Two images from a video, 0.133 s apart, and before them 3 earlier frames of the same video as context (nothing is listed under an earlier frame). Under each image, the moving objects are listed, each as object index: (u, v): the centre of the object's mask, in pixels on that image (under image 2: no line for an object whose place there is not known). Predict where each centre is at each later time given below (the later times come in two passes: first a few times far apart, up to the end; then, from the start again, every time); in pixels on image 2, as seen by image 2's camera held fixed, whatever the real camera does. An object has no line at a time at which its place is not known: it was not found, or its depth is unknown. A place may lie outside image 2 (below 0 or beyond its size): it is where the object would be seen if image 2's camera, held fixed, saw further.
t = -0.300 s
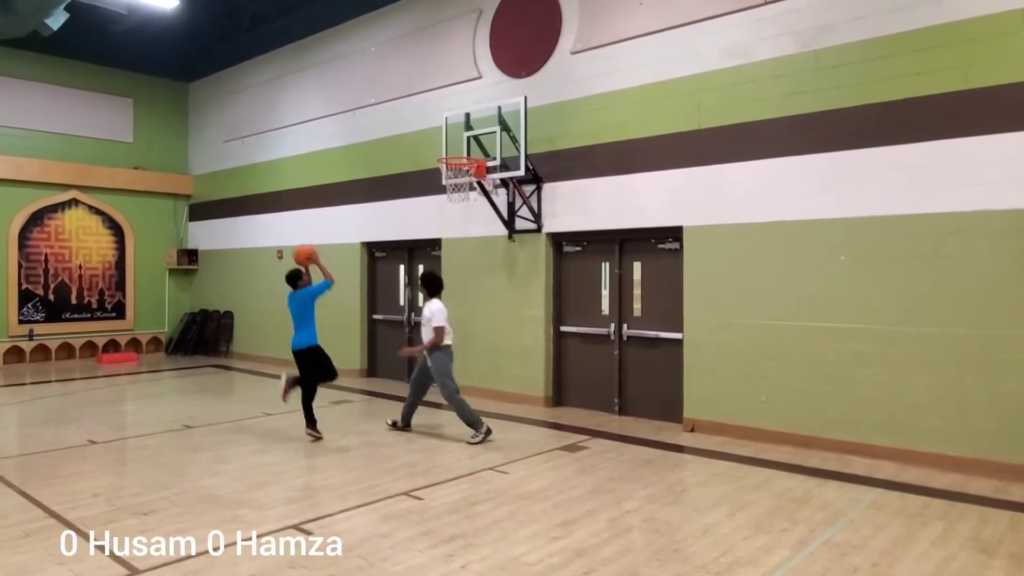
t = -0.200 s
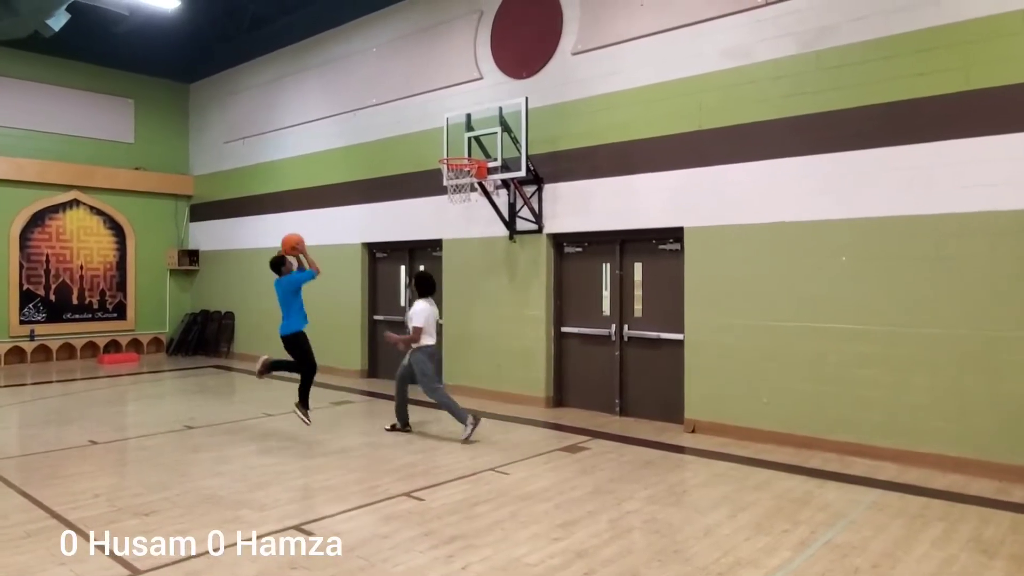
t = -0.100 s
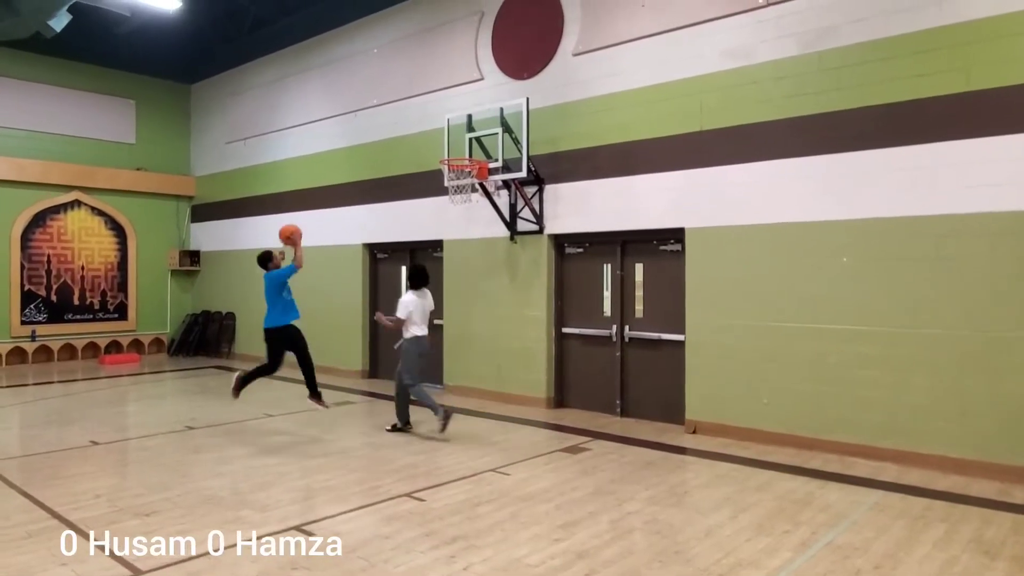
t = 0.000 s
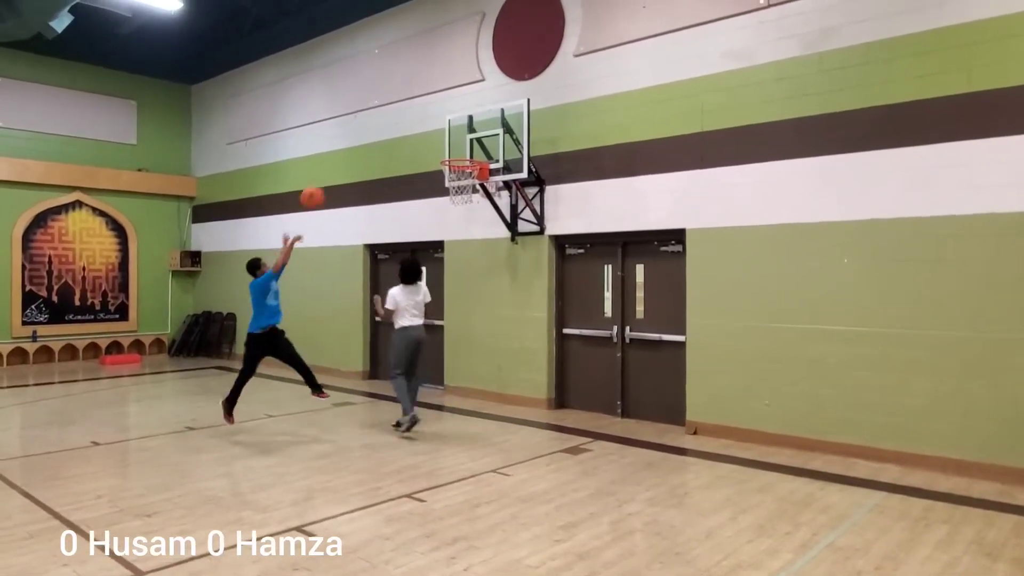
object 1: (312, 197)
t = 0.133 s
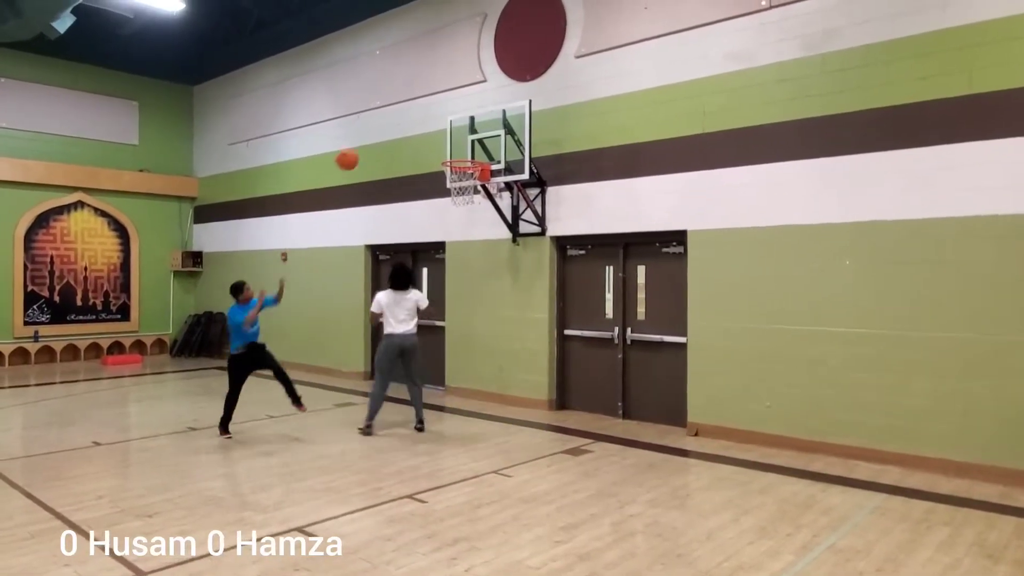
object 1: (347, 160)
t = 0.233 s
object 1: (371, 141)
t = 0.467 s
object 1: (422, 134)
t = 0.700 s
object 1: (466, 171)
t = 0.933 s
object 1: (482, 198)
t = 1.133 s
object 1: (486, 245)
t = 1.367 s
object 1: (489, 337)
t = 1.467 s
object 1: (491, 391)
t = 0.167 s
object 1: (355, 152)
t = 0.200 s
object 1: (363, 146)
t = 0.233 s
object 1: (371, 141)
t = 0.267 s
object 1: (378, 137)
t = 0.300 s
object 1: (386, 134)
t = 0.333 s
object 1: (393, 132)
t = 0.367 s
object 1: (401, 131)
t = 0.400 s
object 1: (408, 131)
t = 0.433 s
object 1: (415, 132)
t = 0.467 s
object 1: (422, 134)
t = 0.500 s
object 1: (429, 136)
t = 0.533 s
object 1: (436, 140)
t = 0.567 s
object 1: (442, 145)
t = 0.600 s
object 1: (449, 150)
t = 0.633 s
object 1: (455, 154)
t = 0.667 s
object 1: (462, 157)
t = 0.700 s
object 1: (466, 171)
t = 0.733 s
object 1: (475, 178)
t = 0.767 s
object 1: (478, 183)
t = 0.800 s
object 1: (479, 185)
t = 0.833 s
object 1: (480, 187)
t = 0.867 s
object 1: (481, 190)
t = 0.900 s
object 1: (482, 193)
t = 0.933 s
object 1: (482, 198)
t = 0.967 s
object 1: (483, 203)
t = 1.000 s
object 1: (483, 210)
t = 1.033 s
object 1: (483, 217)
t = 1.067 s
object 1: (484, 225)
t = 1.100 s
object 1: (484, 234)
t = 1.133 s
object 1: (486, 245)
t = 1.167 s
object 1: (486, 255)
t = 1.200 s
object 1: (487, 267)
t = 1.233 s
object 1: (487, 279)
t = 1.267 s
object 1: (487, 292)
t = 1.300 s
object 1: (488, 306)
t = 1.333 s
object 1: (488, 321)
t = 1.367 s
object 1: (489, 337)
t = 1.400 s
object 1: (489, 354)
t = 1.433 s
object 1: (490, 372)
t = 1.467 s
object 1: (491, 391)
